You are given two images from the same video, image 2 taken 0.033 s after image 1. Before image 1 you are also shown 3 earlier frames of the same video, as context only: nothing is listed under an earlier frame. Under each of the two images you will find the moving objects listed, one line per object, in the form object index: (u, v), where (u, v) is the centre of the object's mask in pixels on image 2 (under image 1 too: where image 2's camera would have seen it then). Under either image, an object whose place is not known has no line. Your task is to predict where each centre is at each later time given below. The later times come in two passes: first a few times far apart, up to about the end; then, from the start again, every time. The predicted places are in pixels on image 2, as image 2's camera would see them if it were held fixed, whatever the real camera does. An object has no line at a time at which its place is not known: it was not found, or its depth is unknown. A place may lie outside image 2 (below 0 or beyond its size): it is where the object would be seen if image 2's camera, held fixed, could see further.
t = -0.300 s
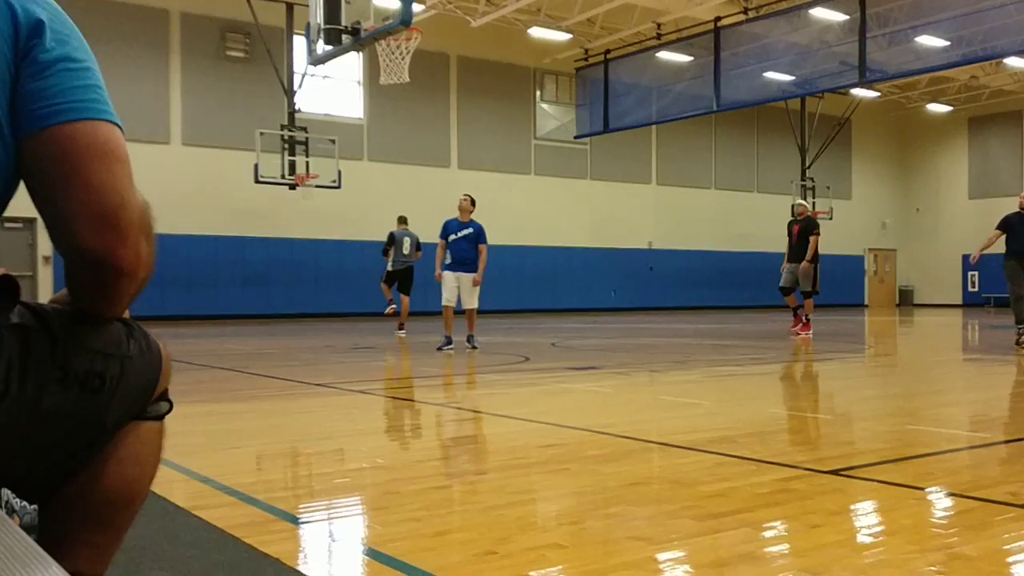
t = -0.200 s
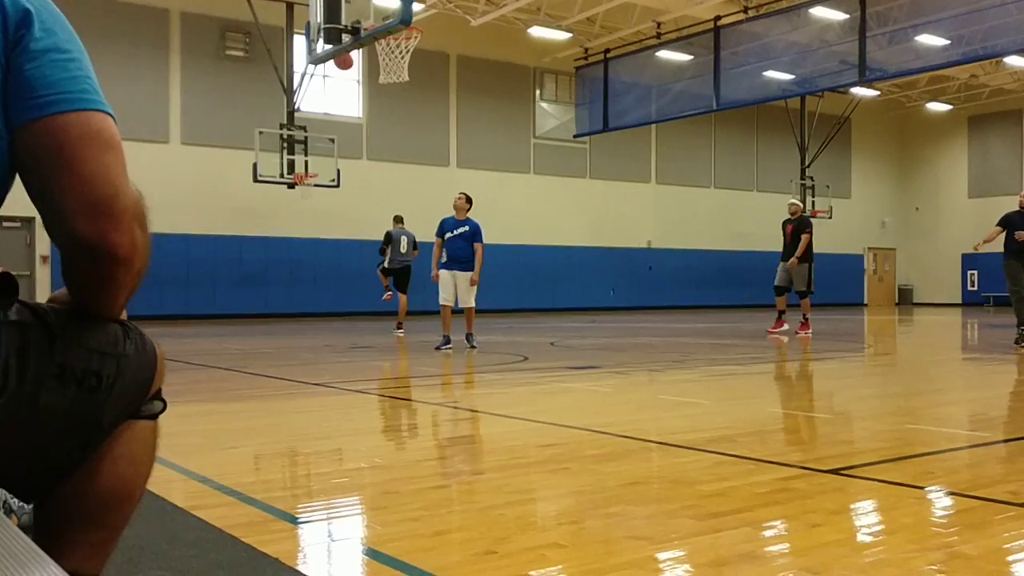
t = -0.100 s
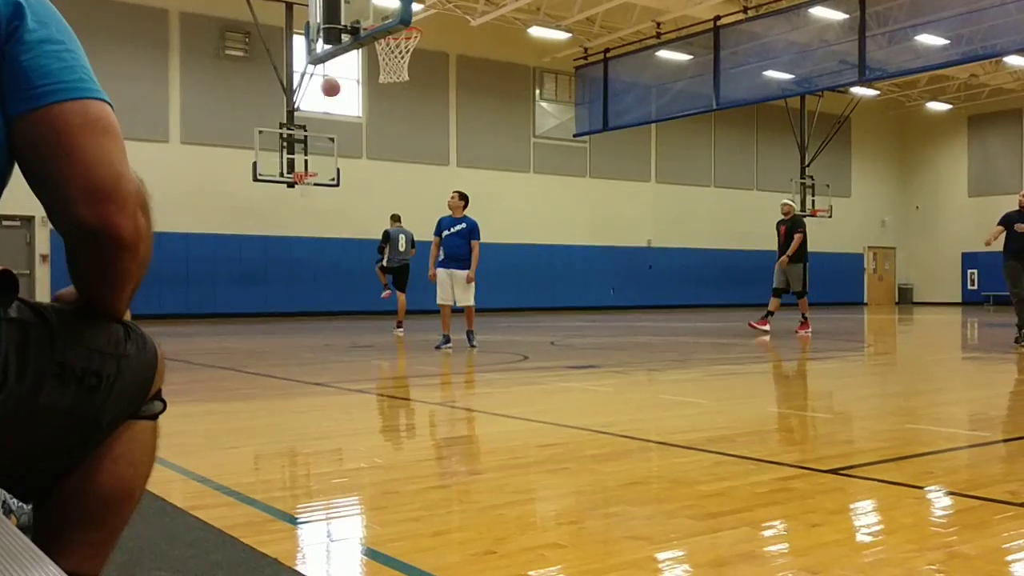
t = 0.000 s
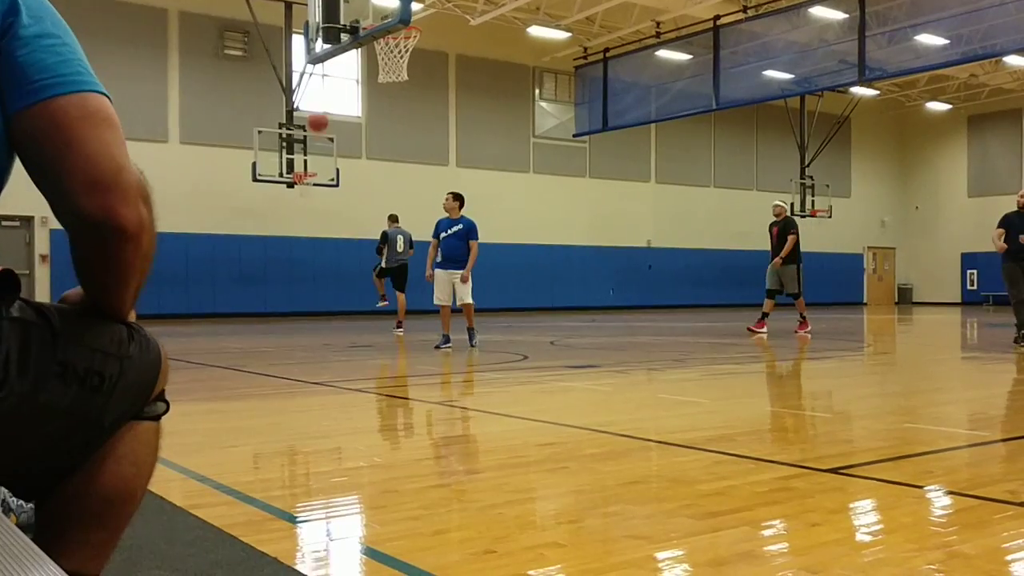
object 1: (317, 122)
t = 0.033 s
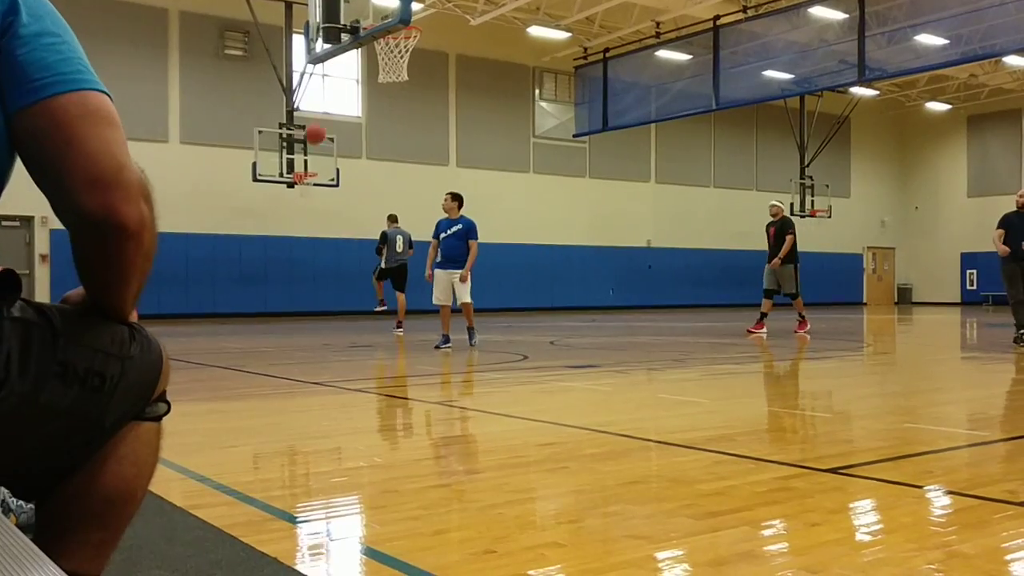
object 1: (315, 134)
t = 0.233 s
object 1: (293, 223)
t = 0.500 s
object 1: (270, 303)
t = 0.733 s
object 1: (251, 231)
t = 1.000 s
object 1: (232, 200)
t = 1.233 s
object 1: (217, 213)
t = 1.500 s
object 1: (203, 267)
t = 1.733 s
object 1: (190, 308)
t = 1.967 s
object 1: (179, 268)
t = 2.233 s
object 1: (164, 261)
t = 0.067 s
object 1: (311, 147)
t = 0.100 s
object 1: (307, 160)
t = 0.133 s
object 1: (304, 176)
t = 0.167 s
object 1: (300, 191)
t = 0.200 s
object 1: (297, 206)
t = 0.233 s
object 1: (293, 223)
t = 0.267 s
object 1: (290, 240)
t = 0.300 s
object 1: (287, 257)
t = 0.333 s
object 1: (283, 275)
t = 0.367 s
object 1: (281, 294)
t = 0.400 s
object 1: (278, 312)
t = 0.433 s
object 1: (274, 329)
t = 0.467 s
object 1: (272, 316)
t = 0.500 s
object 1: (270, 303)
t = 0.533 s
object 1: (266, 290)
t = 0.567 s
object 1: (263, 277)
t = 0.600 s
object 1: (262, 267)
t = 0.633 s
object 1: (259, 257)
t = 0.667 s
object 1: (256, 247)
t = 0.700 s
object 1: (254, 239)
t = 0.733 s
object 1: (251, 231)
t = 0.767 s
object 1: (248, 224)
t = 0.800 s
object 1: (246, 219)
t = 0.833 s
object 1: (244, 214)
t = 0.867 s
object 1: (241, 210)
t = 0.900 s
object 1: (239, 206)
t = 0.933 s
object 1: (237, 203)
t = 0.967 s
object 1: (234, 202)
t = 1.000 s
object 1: (232, 200)
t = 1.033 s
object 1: (230, 200)
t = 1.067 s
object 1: (228, 201)
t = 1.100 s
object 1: (226, 202)
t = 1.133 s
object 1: (223, 203)
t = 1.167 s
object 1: (222, 206)
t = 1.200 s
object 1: (219, 209)
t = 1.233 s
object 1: (217, 213)
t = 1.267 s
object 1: (216, 218)
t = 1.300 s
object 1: (214, 223)
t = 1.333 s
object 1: (211, 230)
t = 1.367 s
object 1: (211, 237)
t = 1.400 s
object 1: (209, 243)
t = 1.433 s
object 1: (207, 250)
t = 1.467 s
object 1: (205, 259)
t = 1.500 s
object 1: (203, 267)
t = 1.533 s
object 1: (200, 275)
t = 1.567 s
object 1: (199, 287)
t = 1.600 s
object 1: (199, 298)
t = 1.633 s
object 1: (197, 310)
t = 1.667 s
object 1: (195, 321)
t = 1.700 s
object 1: (193, 315)
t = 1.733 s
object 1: (190, 308)
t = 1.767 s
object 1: (189, 300)
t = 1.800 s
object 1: (186, 290)
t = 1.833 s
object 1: (183, 286)
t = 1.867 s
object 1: (179, 280)
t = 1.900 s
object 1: (179, 275)
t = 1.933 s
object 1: (179, 271)
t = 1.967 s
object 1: (179, 268)
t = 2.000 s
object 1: (178, 265)
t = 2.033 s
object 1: (171, 262)
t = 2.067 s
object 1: (171, 261)
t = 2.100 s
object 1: (171, 261)
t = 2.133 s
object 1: (170, 259)
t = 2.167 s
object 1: (167, 260)
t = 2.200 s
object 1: (167, 260)
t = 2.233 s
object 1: (164, 261)
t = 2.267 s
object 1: (162, 262)
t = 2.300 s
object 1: (163, 266)
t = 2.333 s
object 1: (158, 269)
